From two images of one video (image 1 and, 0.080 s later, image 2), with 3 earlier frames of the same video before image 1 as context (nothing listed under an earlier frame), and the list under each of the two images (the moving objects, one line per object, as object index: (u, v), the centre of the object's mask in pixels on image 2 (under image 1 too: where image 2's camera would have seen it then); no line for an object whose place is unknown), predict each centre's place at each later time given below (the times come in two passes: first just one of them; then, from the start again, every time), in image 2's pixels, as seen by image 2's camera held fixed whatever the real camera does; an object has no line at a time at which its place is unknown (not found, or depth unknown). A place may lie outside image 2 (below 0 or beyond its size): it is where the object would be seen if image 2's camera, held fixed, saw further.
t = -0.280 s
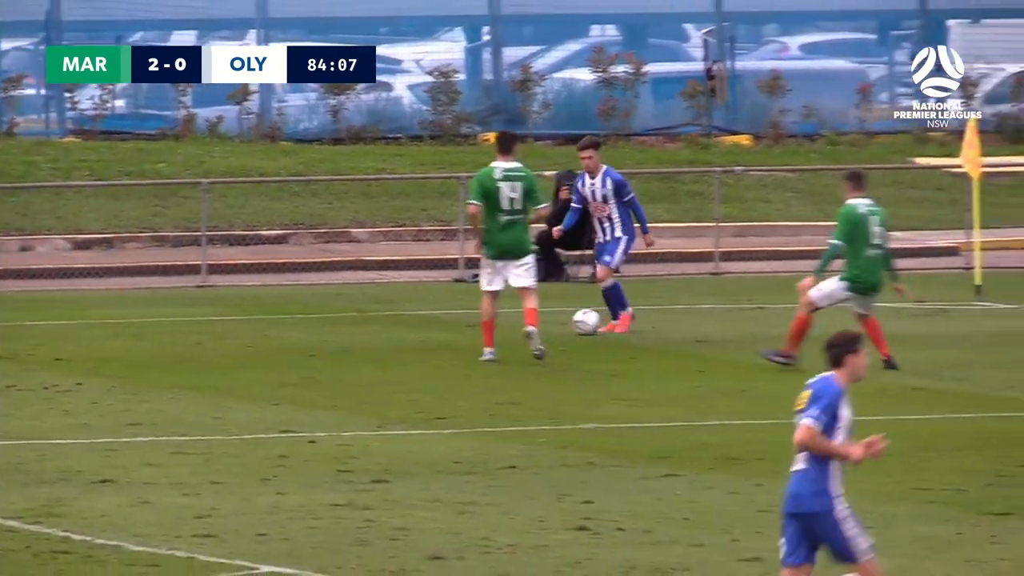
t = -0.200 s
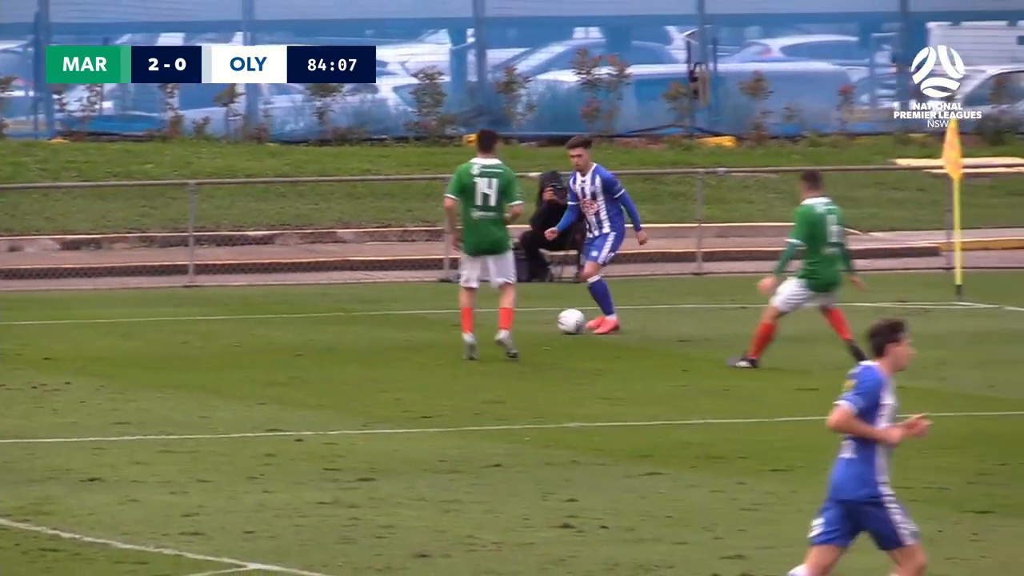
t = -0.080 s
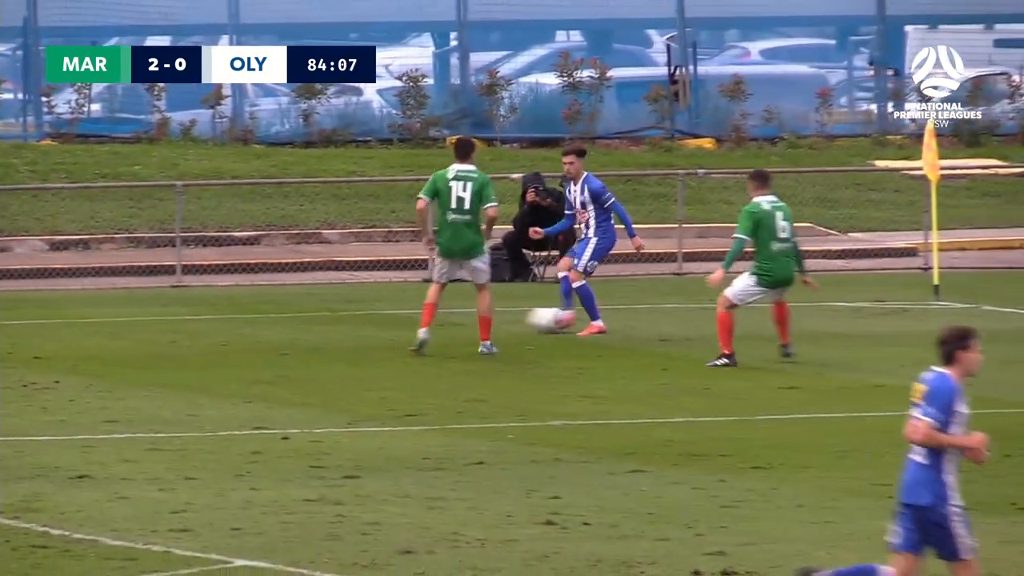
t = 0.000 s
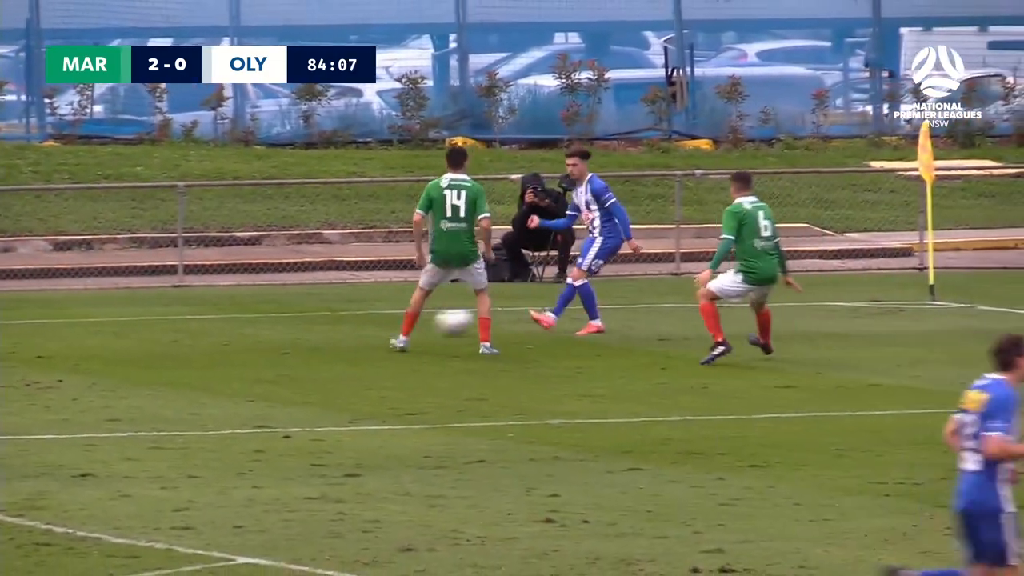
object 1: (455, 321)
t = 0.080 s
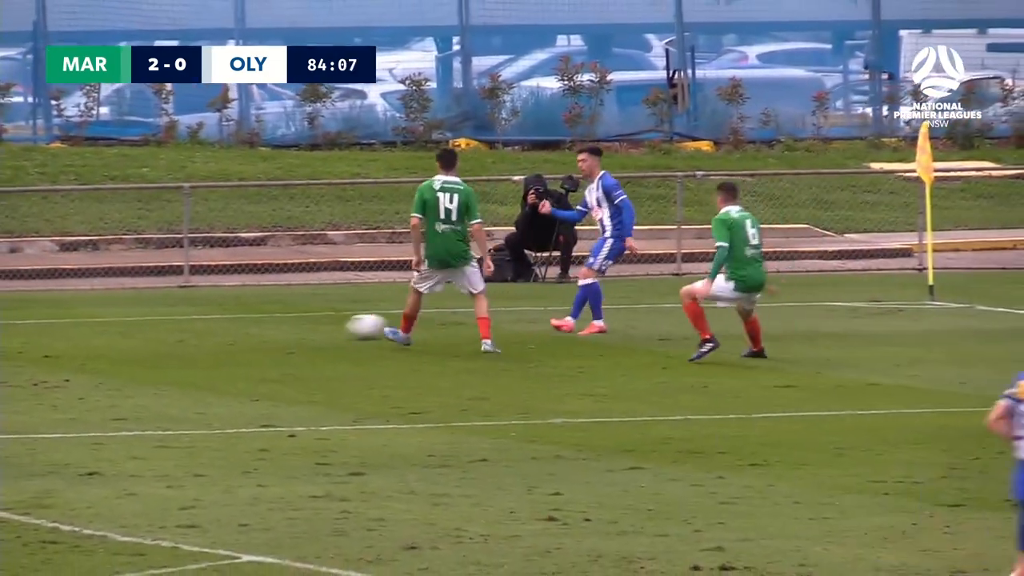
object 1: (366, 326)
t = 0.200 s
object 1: (240, 331)
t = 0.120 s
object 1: (324, 328)
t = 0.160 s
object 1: (282, 330)
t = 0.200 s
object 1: (240, 331)
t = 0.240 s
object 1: (200, 332)
